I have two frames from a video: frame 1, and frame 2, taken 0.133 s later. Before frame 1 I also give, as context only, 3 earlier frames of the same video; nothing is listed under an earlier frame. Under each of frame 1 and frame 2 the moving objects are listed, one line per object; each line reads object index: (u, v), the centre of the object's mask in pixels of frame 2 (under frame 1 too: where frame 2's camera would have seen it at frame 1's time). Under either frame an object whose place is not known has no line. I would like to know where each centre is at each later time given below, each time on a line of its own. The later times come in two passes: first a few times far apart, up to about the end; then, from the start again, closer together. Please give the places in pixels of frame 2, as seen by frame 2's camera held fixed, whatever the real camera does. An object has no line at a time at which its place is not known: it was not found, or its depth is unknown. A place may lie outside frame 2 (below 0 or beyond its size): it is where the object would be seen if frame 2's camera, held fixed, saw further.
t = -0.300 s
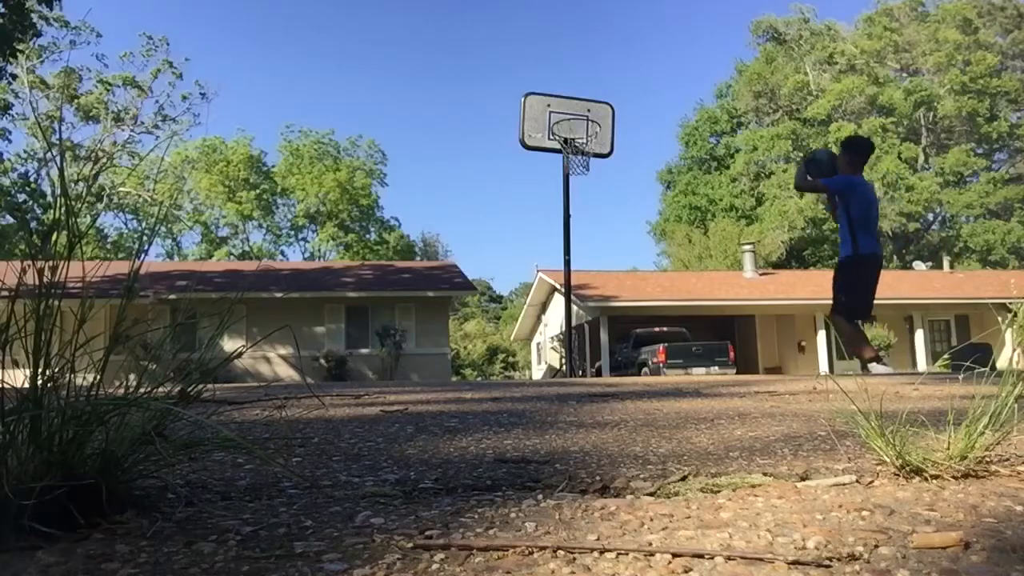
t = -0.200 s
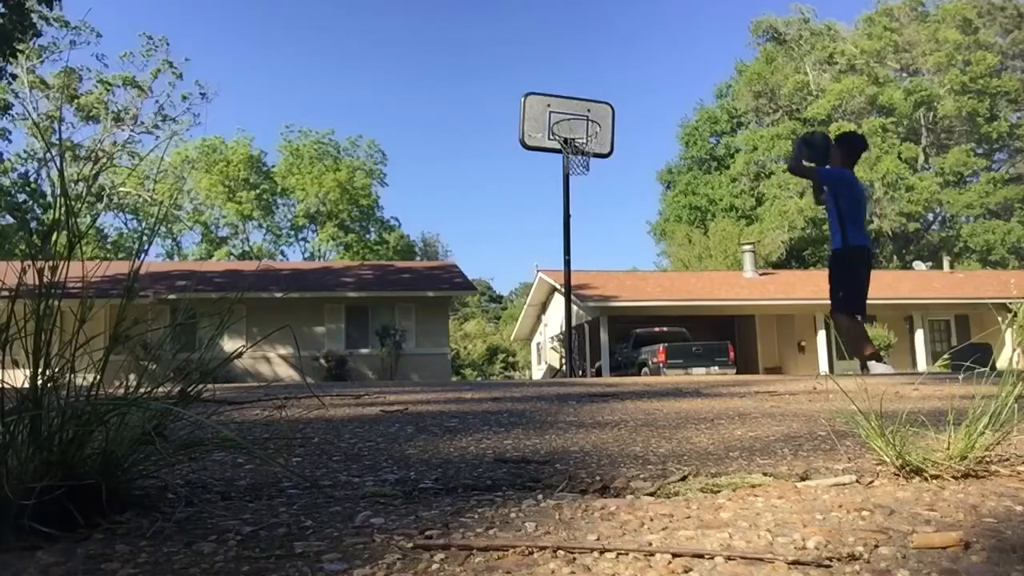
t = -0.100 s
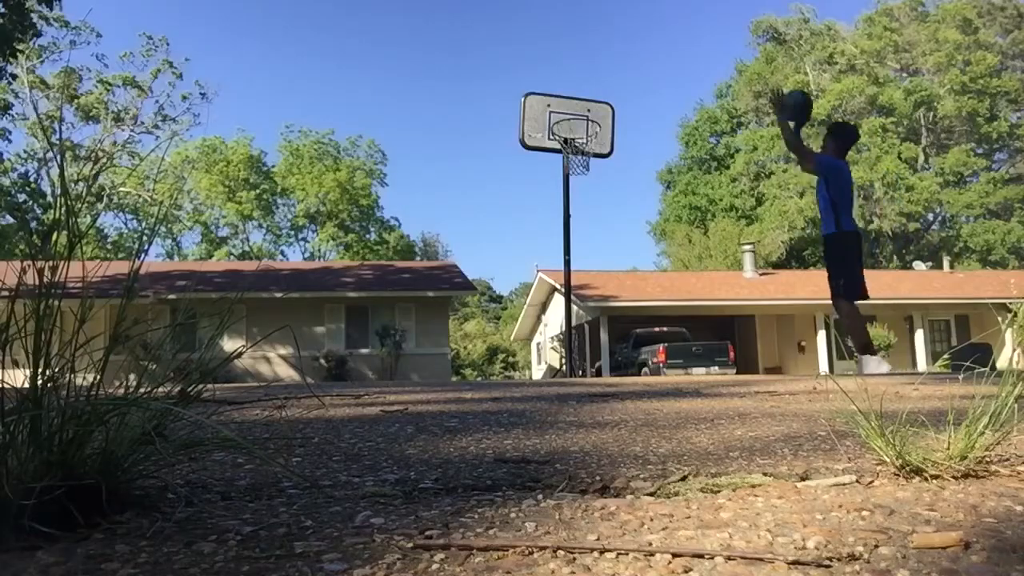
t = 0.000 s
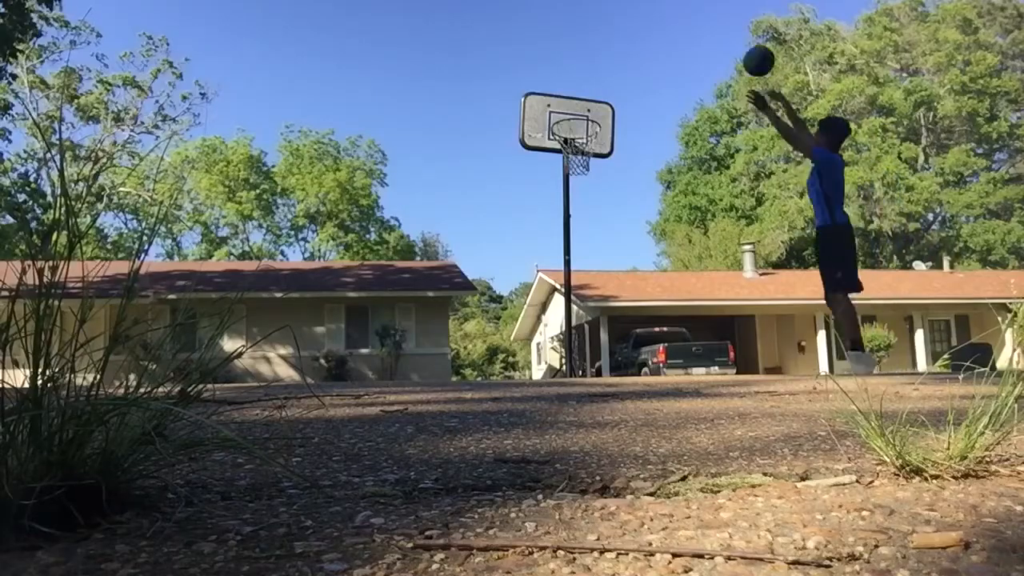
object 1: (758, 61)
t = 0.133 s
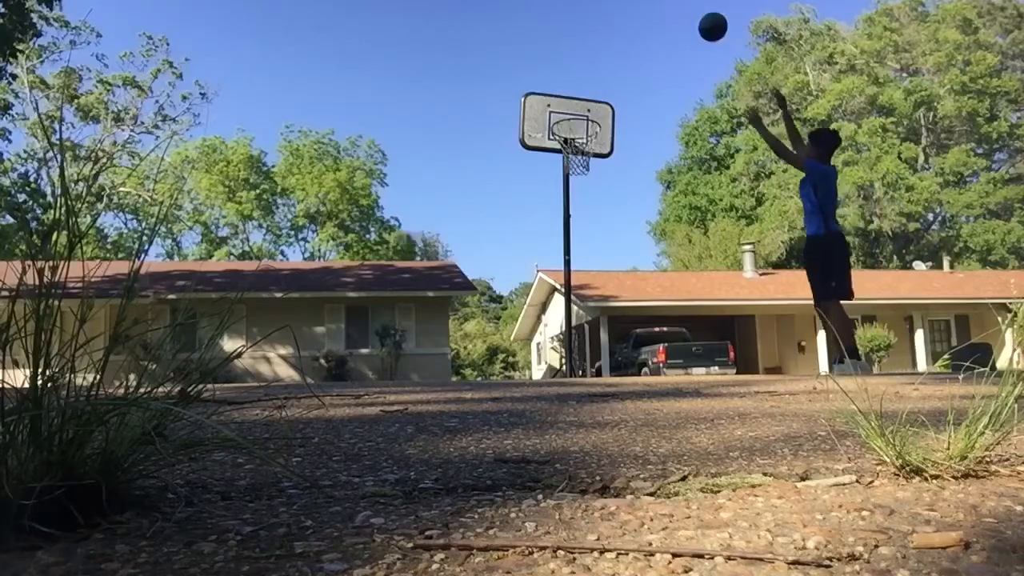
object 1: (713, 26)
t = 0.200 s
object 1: (693, 18)
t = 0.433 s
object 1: (633, 26)
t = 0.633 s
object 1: (591, 72)
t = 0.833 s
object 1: (572, 138)
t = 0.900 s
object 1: (585, 154)
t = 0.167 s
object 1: (702, 22)
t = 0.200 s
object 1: (693, 18)
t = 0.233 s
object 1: (683, 16)
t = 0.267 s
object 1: (674, 15)
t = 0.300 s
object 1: (665, 15)
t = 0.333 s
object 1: (657, 16)
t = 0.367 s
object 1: (649, 18)
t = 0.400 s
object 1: (641, 22)
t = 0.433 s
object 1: (633, 26)
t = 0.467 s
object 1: (625, 32)
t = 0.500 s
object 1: (618, 38)
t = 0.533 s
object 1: (611, 45)
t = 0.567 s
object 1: (605, 54)
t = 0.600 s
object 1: (598, 63)
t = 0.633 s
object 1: (591, 72)
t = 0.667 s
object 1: (585, 83)
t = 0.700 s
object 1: (579, 95)
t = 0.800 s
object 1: (564, 132)
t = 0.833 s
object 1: (572, 138)
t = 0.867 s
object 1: (578, 148)
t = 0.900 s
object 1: (585, 154)
